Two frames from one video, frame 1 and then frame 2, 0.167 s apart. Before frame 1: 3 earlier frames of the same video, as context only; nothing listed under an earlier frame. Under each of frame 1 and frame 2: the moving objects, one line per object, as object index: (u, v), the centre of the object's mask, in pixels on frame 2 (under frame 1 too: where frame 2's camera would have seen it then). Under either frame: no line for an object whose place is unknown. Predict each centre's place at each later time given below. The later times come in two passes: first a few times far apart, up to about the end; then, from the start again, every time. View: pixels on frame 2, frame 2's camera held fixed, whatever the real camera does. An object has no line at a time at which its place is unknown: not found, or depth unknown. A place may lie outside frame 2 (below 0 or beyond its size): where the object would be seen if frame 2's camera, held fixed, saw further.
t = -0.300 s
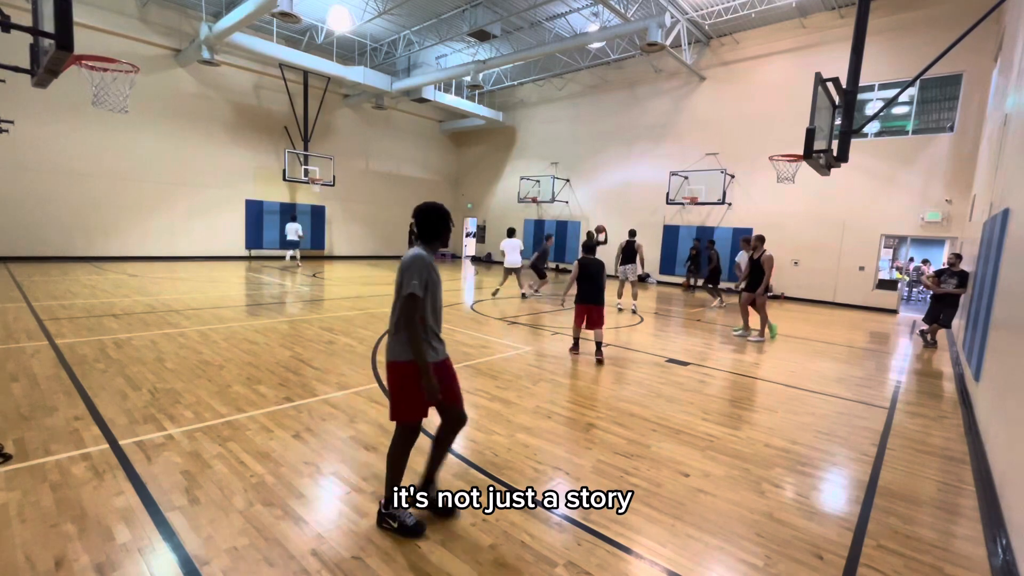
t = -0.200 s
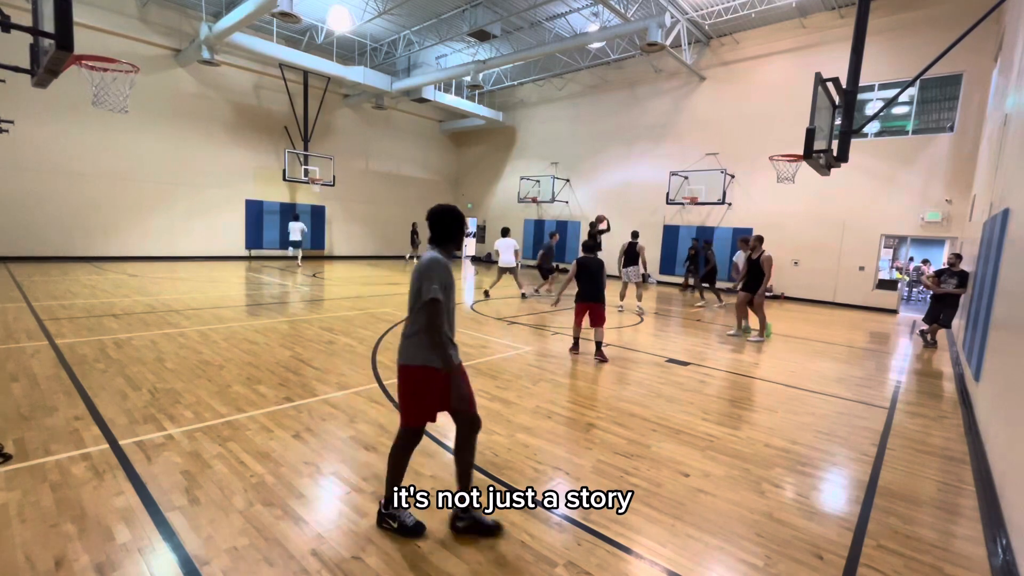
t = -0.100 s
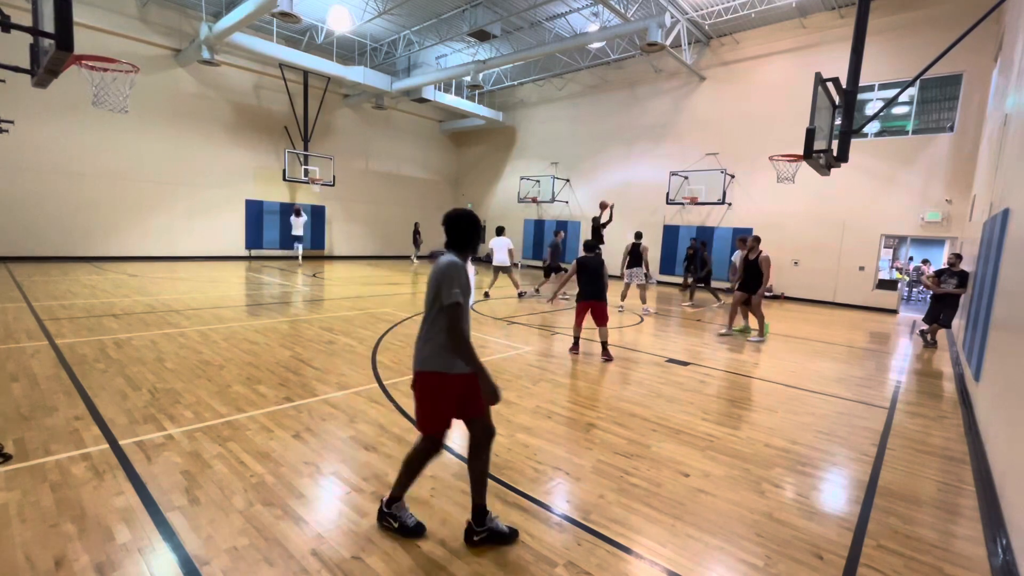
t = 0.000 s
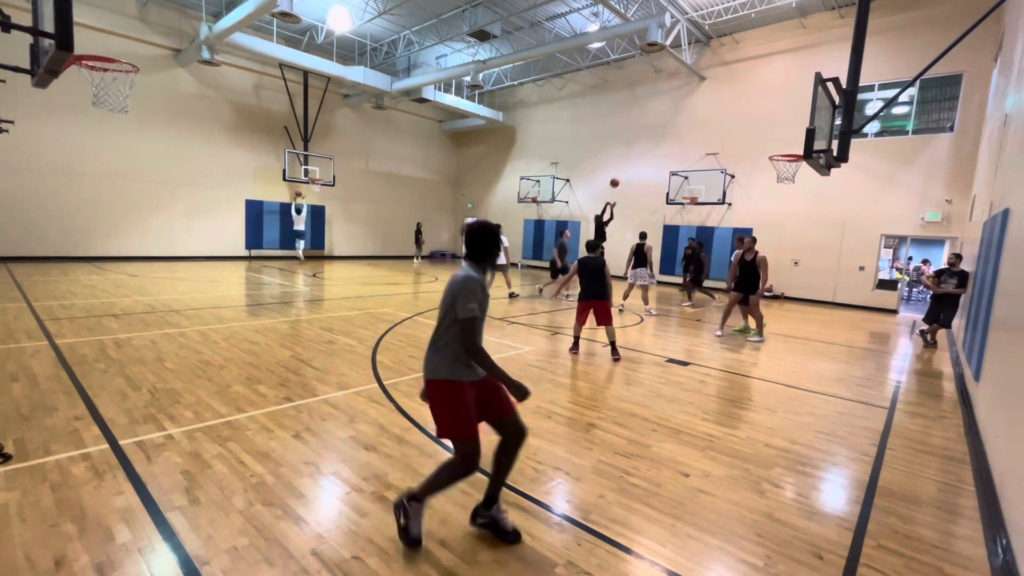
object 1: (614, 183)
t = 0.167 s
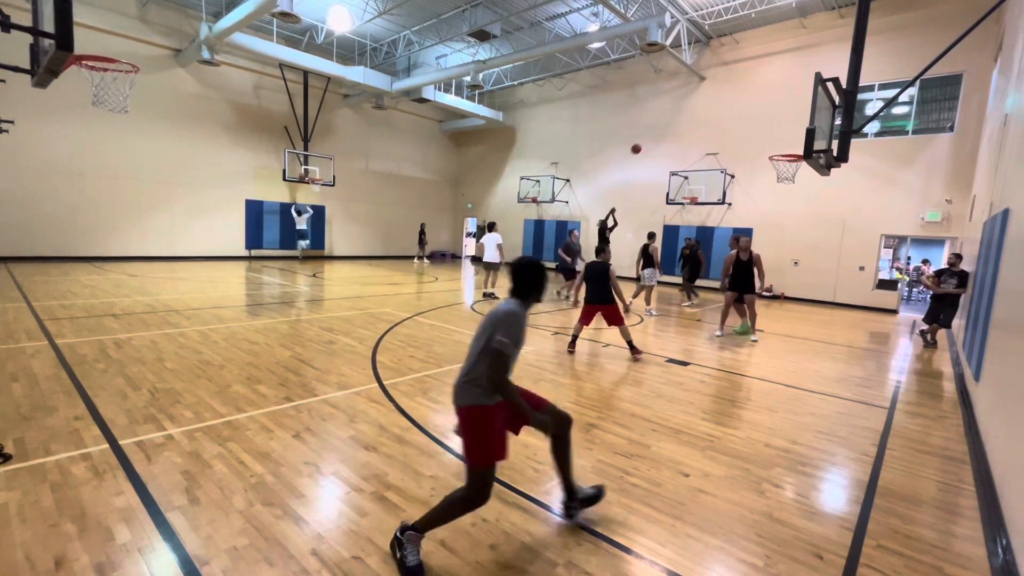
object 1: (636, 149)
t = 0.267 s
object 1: (650, 131)
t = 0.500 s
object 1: (685, 106)
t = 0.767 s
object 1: (731, 106)
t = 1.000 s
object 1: (777, 144)
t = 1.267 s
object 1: (791, 166)
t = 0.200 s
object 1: (641, 143)
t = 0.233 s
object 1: (645, 137)
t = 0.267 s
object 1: (650, 131)
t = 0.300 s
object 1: (654, 127)
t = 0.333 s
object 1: (659, 122)
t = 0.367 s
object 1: (664, 118)
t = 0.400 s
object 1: (669, 114)
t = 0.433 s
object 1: (675, 111)
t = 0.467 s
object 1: (680, 108)
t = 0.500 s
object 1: (685, 106)
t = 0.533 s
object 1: (690, 104)
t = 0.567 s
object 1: (696, 103)
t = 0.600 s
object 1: (702, 102)
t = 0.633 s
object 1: (707, 101)
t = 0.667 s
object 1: (713, 102)
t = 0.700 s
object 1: (719, 102)
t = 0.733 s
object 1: (725, 104)
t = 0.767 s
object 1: (731, 106)
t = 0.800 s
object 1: (737, 109)
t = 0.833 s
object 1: (744, 113)
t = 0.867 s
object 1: (750, 117)
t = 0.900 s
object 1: (757, 123)
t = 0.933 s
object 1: (764, 129)
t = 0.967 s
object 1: (770, 136)
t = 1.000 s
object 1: (777, 144)
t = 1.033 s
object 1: (785, 152)
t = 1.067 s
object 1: (792, 163)
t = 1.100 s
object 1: (798, 169)
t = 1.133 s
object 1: (798, 168)
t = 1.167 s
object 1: (796, 167)
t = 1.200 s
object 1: (795, 166)
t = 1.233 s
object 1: (793, 166)
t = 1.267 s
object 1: (791, 166)
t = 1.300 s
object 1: (789, 168)
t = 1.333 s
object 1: (786, 170)
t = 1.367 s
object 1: (784, 173)
